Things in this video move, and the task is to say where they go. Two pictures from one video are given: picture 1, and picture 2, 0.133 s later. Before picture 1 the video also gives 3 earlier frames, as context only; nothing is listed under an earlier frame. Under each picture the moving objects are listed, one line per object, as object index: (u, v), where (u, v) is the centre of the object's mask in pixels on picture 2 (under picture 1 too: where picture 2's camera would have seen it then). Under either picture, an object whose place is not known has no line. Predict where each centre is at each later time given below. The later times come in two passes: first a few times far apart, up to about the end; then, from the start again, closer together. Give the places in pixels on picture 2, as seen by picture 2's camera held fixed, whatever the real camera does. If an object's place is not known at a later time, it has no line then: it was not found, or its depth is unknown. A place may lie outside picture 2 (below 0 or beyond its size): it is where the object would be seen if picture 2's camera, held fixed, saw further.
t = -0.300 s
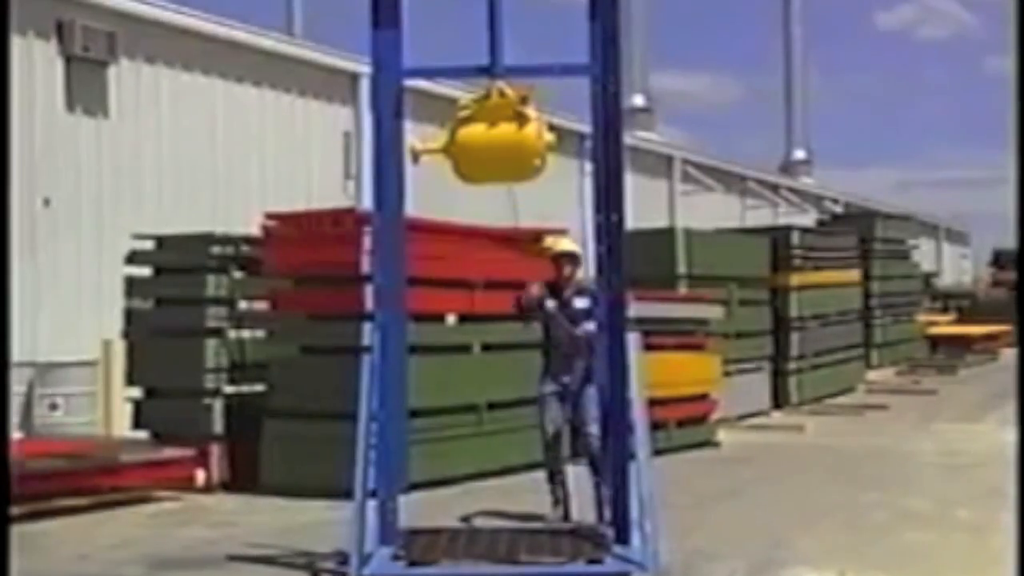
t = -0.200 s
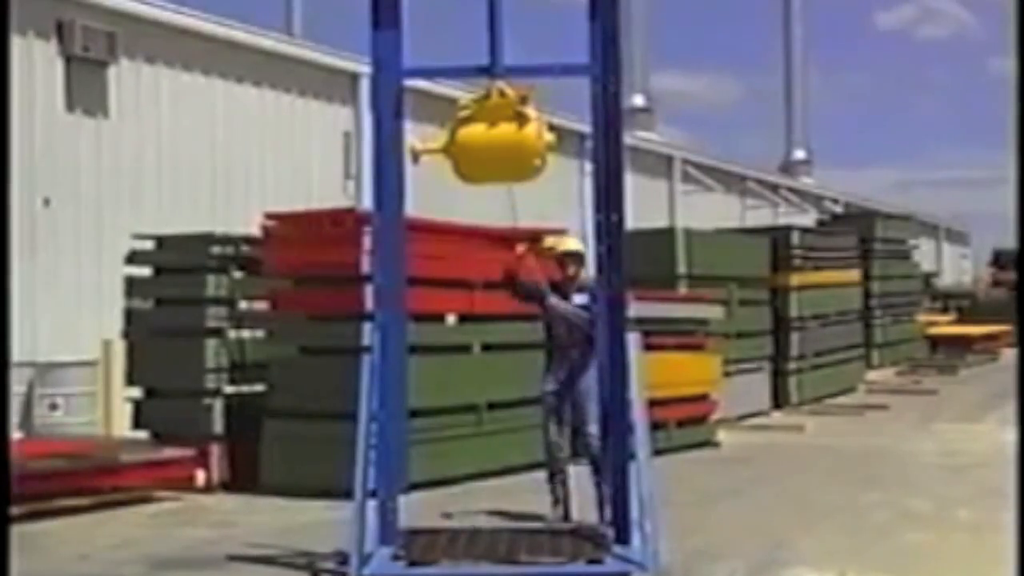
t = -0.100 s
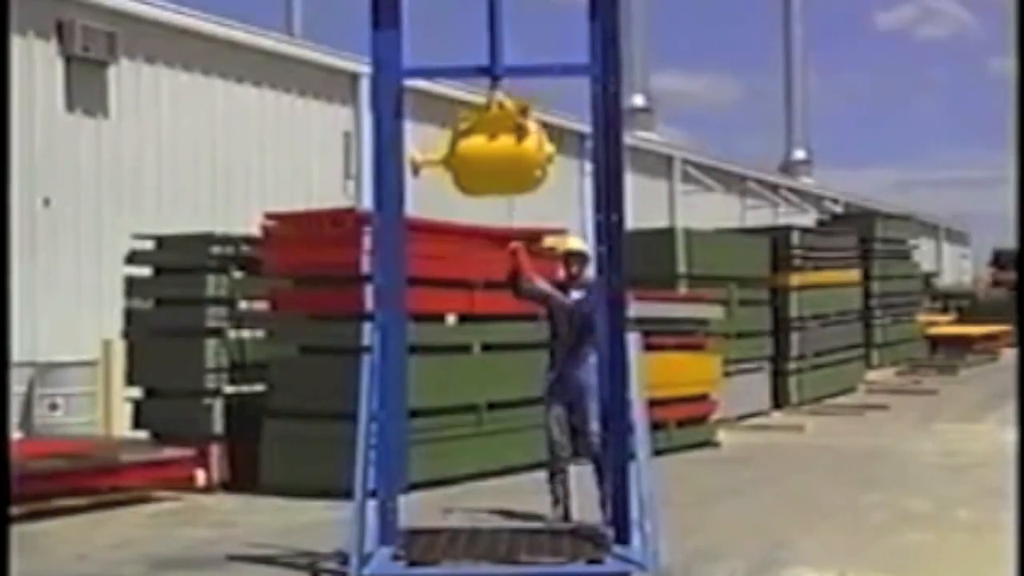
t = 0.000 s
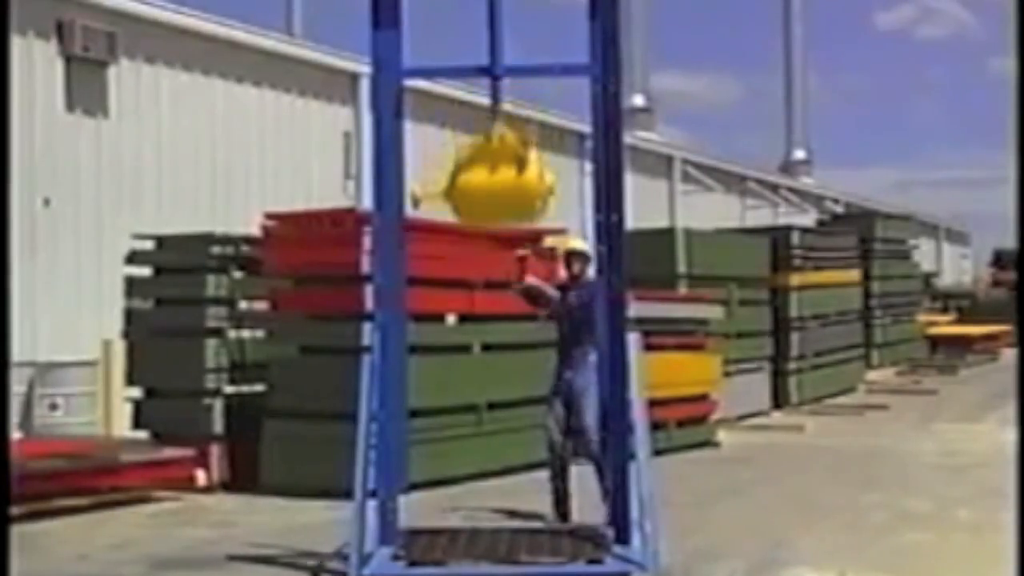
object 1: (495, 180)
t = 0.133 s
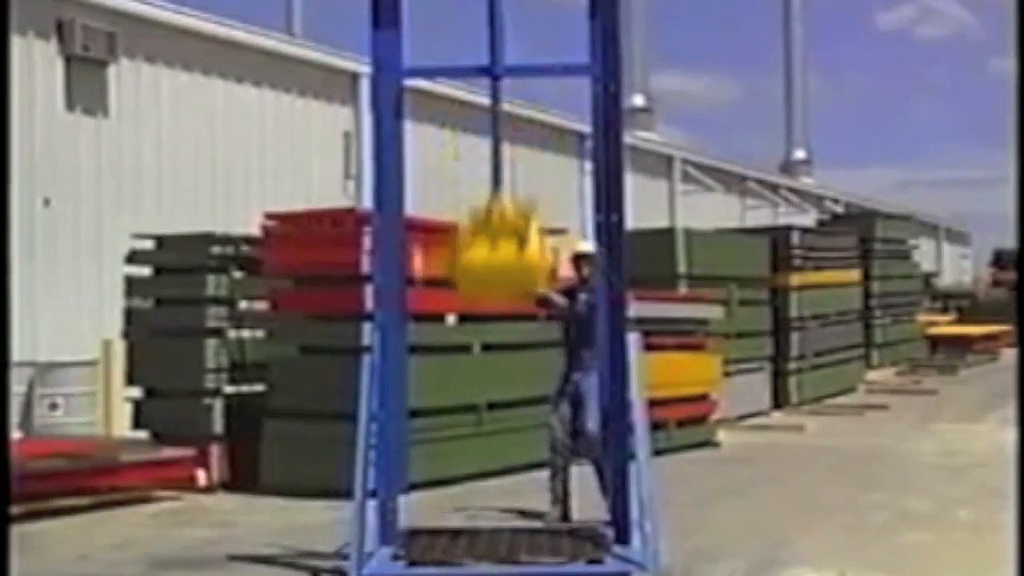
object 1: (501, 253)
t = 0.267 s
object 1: (505, 358)
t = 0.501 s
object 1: (507, 486)
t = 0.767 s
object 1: (501, 462)
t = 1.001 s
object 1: (507, 501)
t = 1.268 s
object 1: (505, 508)
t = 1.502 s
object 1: (497, 506)
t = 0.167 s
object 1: (502, 275)
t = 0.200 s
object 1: (504, 300)
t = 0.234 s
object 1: (504, 323)
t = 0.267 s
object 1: (505, 358)
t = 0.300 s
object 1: (505, 389)
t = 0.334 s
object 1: (506, 422)
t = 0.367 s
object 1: (506, 465)
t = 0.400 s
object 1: (506, 501)
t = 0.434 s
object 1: (506, 509)
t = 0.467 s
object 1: (507, 497)
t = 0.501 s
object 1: (507, 486)
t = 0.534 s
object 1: (504, 474)
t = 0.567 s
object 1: (503, 466)
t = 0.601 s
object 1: (501, 460)
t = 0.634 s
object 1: (502, 456)
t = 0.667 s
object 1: (501, 454)
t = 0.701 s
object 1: (501, 455)
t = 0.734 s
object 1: (501, 457)
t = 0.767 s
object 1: (501, 462)
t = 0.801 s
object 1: (500, 469)
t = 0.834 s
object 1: (499, 478)
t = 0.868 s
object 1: (498, 489)
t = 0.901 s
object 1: (495, 505)
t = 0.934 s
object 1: (498, 509)
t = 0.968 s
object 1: (501, 506)
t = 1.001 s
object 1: (507, 501)
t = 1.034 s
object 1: (512, 501)
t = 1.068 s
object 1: (514, 502)
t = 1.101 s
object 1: (516, 504)
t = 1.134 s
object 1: (516, 507)
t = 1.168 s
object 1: (513, 506)
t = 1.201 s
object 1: (510, 507)
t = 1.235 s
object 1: (510, 506)
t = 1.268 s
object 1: (505, 508)
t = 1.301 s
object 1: (504, 508)
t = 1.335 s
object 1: (502, 508)
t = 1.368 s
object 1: (501, 507)
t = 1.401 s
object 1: (499, 506)
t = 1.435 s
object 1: (500, 506)
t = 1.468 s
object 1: (499, 506)
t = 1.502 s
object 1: (497, 506)
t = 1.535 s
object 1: (496, 506)
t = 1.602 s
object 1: (495, 506)
